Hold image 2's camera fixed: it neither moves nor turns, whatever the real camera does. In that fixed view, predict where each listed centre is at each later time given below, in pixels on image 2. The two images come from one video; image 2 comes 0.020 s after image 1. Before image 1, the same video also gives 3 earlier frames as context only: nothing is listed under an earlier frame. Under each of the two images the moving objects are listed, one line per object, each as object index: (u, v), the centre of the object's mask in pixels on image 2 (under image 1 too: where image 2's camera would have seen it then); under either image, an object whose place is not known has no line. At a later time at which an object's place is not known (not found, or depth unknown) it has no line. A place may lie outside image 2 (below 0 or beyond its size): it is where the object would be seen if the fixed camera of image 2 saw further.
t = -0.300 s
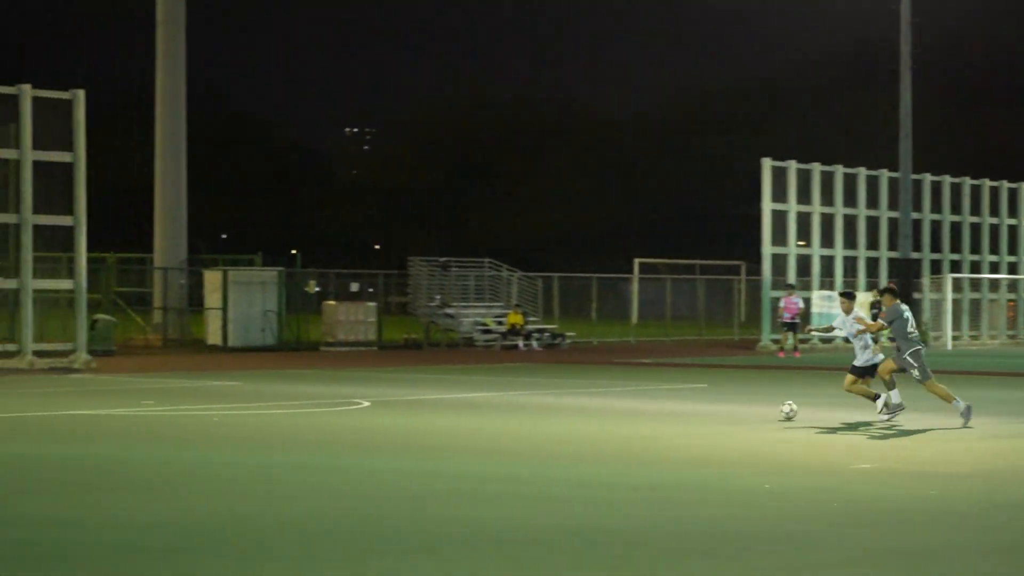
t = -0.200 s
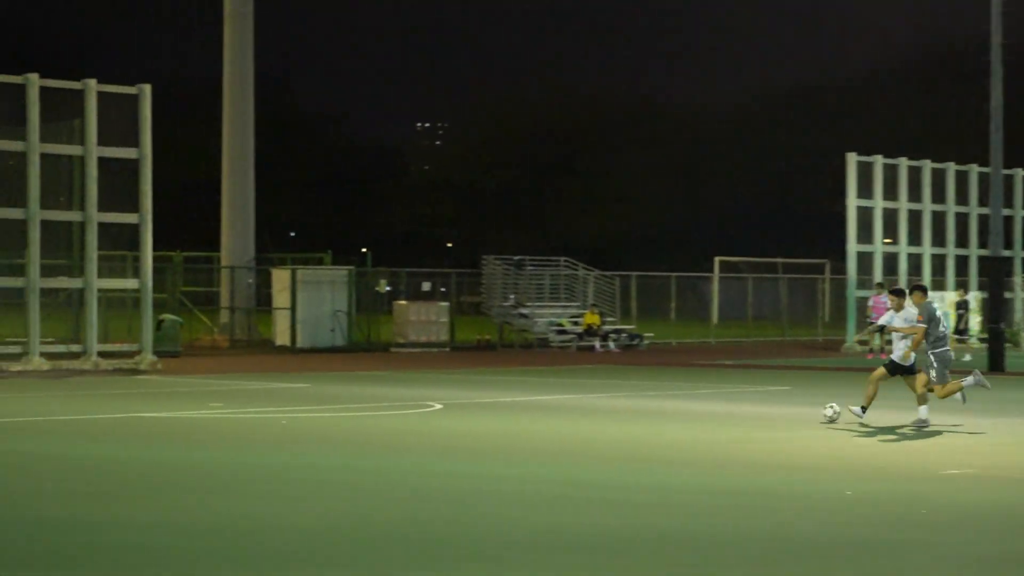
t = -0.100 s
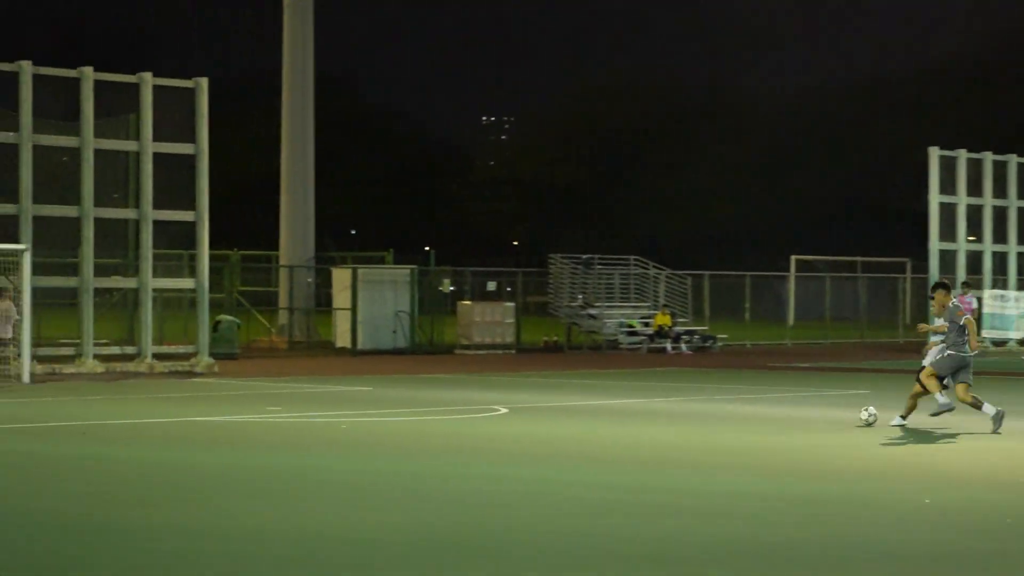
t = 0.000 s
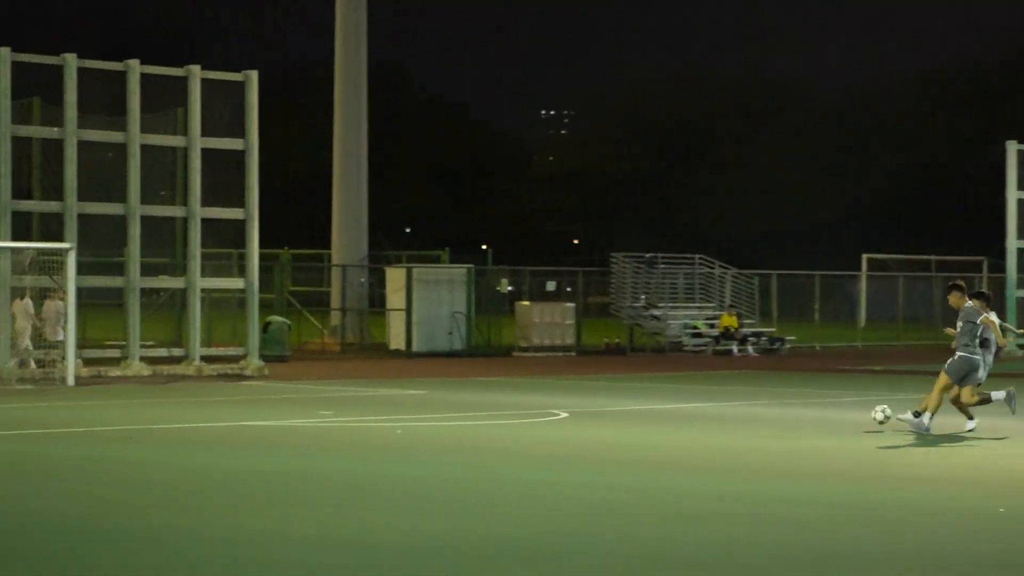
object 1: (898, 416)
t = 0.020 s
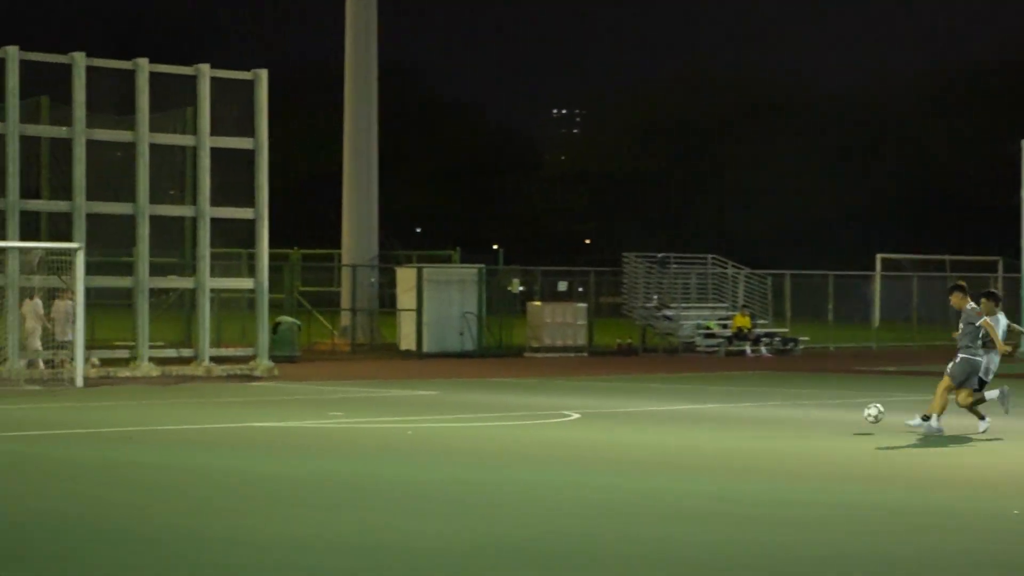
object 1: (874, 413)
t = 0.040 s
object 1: (851, 411)
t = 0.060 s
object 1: (827, 408)
